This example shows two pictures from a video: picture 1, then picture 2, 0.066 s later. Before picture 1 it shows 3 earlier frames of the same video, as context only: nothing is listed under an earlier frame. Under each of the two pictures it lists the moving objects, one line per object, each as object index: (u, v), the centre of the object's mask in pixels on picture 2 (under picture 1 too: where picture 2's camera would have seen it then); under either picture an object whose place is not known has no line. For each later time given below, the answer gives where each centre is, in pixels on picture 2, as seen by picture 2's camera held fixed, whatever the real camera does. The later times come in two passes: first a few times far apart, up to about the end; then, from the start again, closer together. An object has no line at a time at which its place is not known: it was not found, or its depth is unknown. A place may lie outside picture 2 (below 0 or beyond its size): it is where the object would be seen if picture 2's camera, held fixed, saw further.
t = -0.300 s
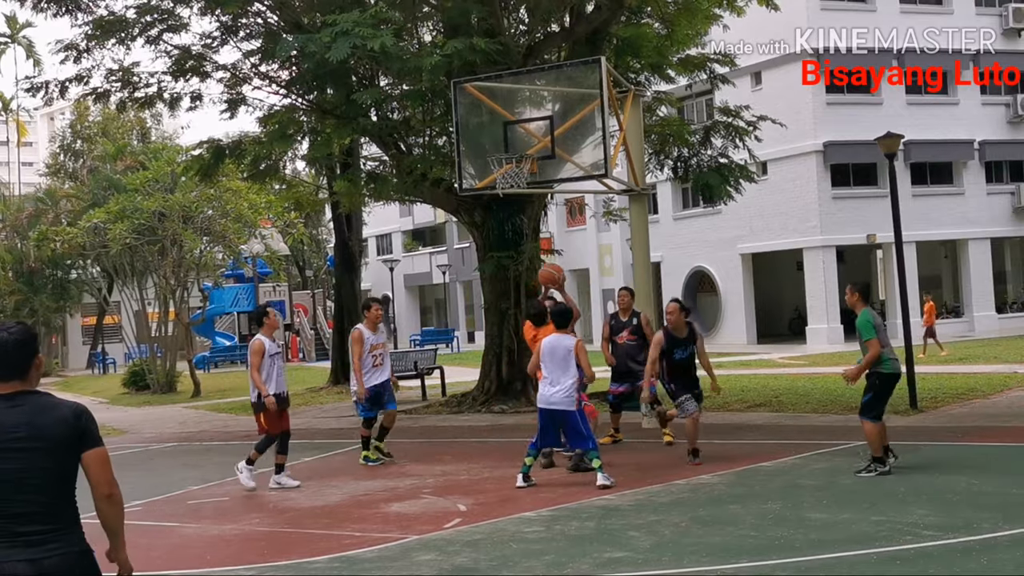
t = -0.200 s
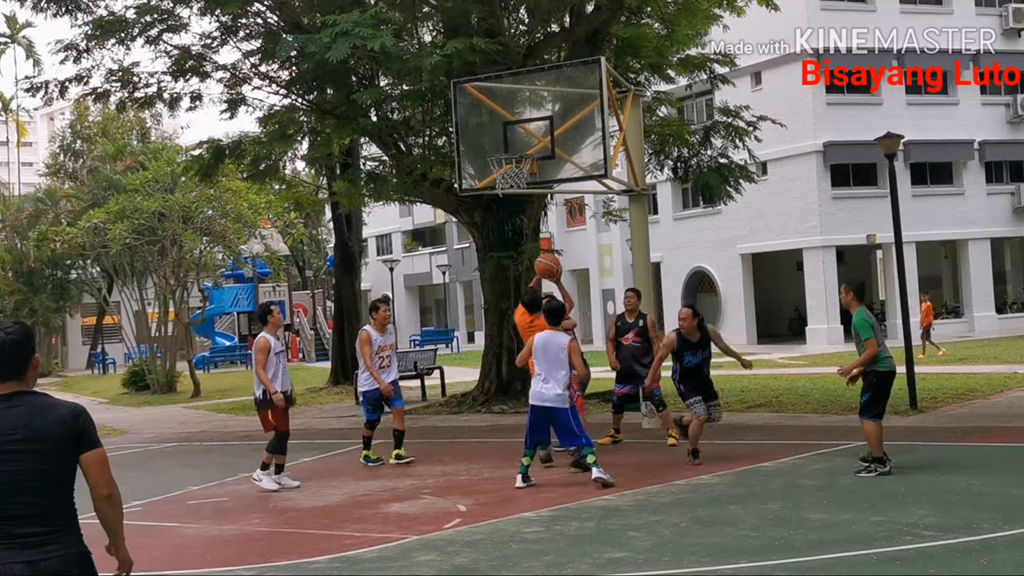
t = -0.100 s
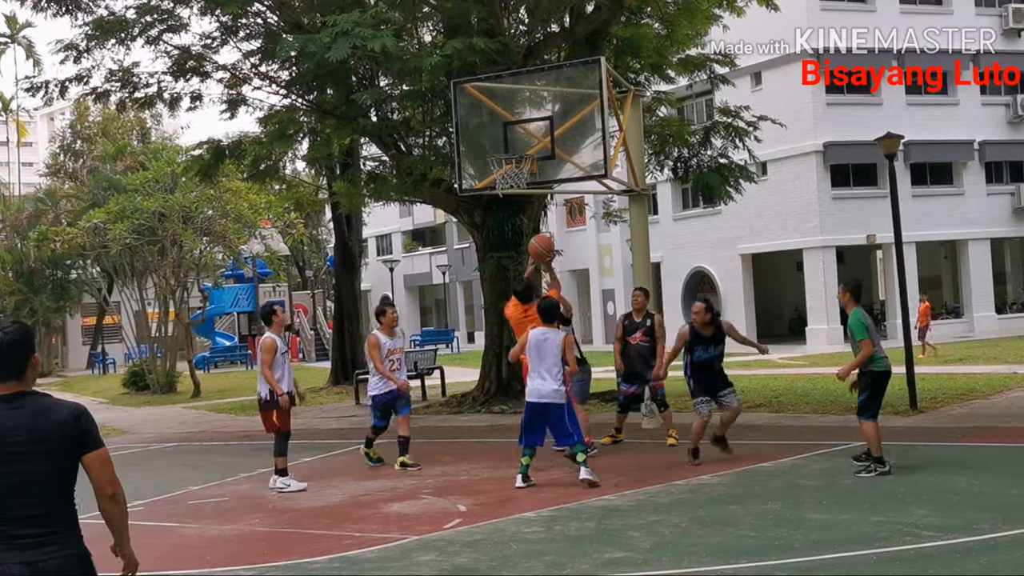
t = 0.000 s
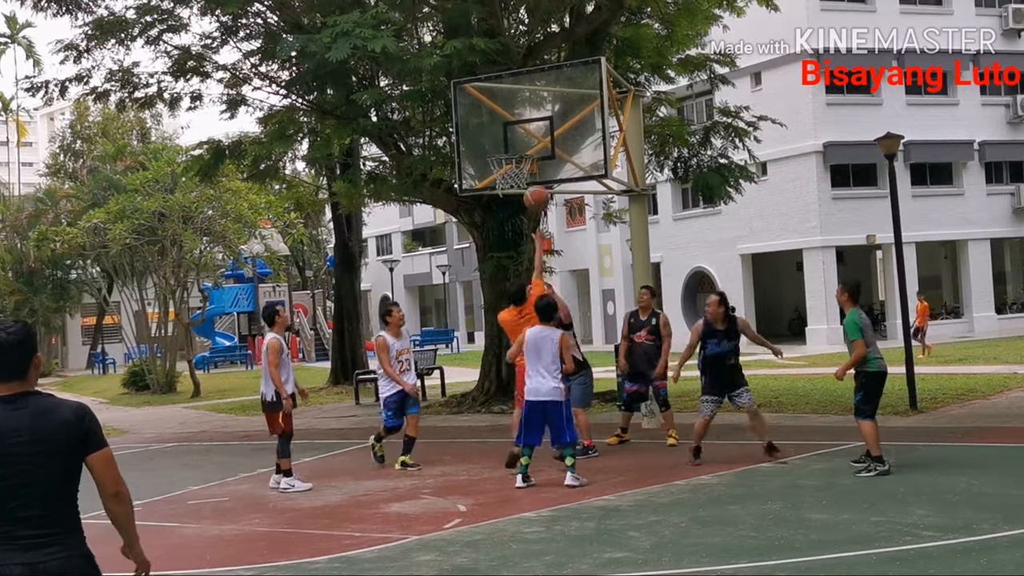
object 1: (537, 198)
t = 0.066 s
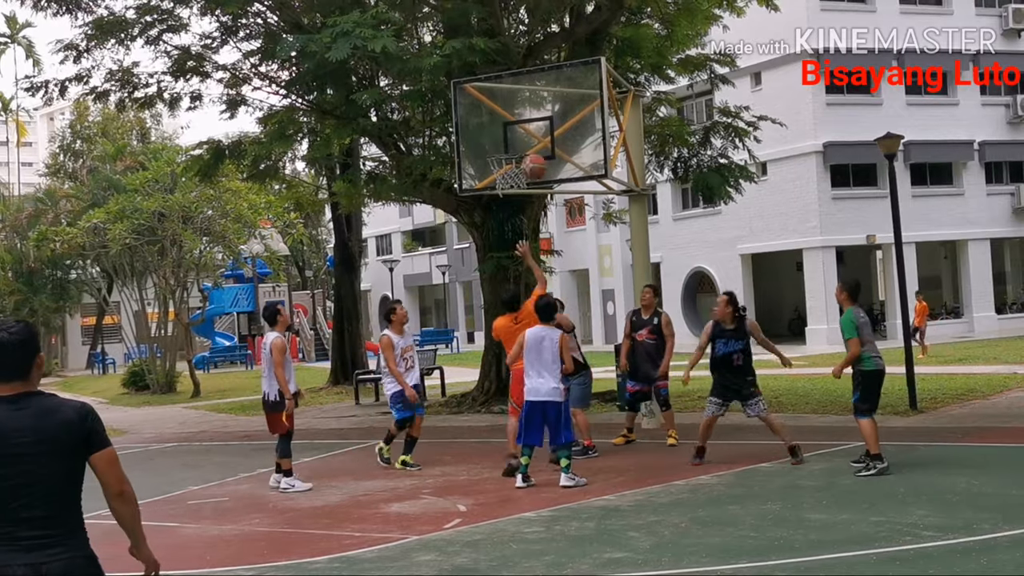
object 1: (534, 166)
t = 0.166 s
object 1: (530, 130)
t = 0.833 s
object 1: (513, 140)
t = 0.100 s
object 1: (534, 153)
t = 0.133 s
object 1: (532, 141)
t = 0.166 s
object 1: (530, 130)
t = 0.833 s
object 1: (513, 140)
